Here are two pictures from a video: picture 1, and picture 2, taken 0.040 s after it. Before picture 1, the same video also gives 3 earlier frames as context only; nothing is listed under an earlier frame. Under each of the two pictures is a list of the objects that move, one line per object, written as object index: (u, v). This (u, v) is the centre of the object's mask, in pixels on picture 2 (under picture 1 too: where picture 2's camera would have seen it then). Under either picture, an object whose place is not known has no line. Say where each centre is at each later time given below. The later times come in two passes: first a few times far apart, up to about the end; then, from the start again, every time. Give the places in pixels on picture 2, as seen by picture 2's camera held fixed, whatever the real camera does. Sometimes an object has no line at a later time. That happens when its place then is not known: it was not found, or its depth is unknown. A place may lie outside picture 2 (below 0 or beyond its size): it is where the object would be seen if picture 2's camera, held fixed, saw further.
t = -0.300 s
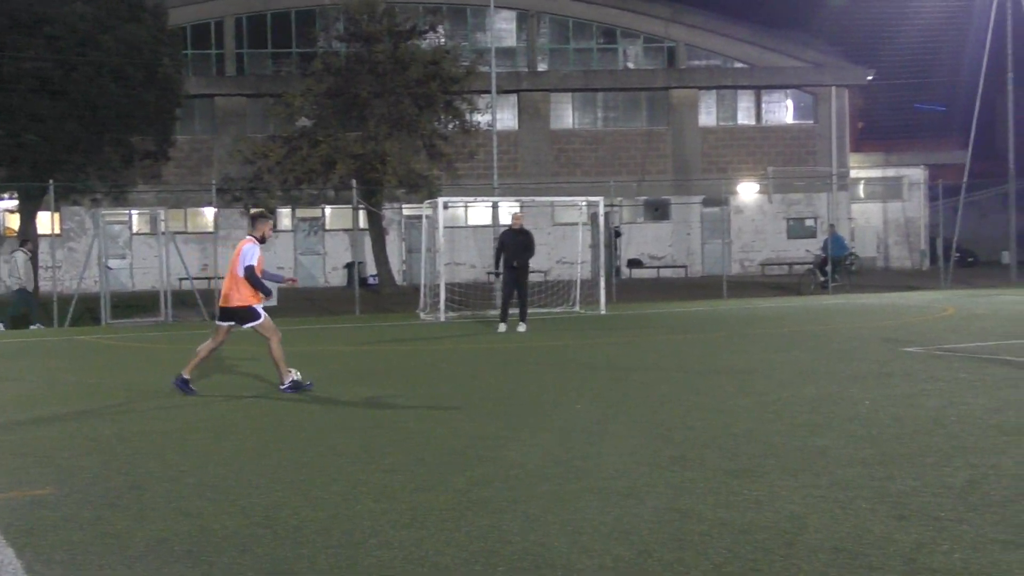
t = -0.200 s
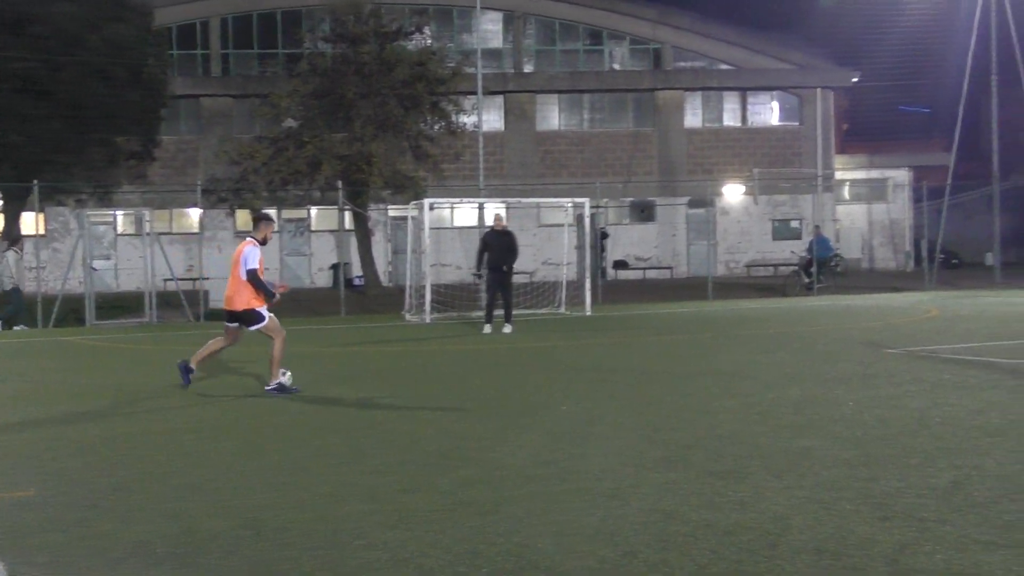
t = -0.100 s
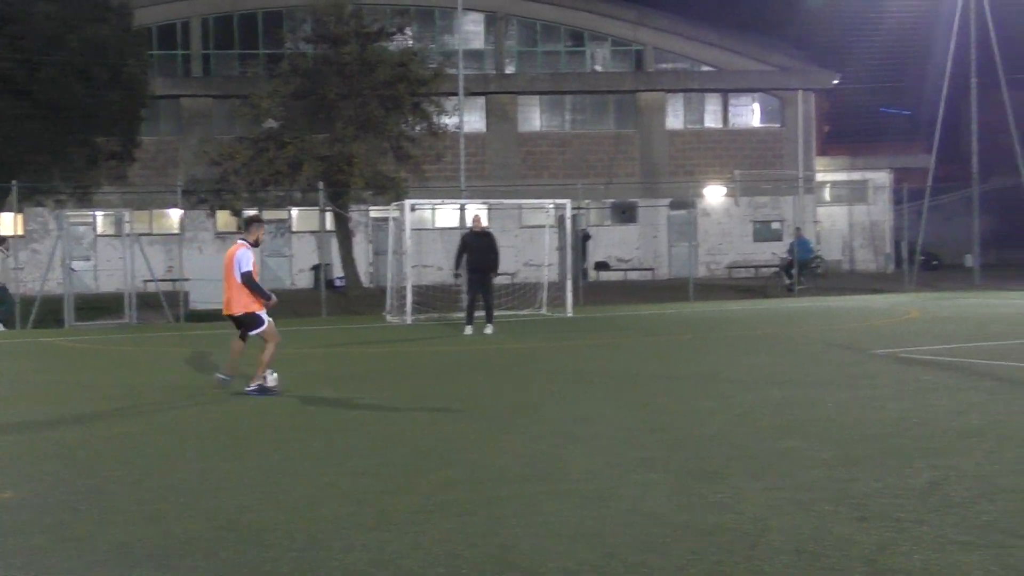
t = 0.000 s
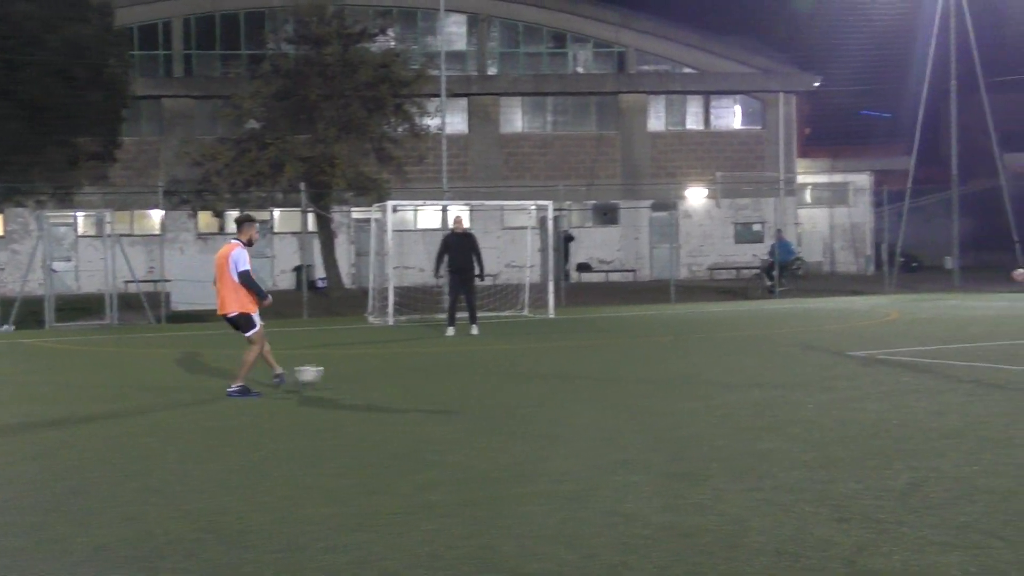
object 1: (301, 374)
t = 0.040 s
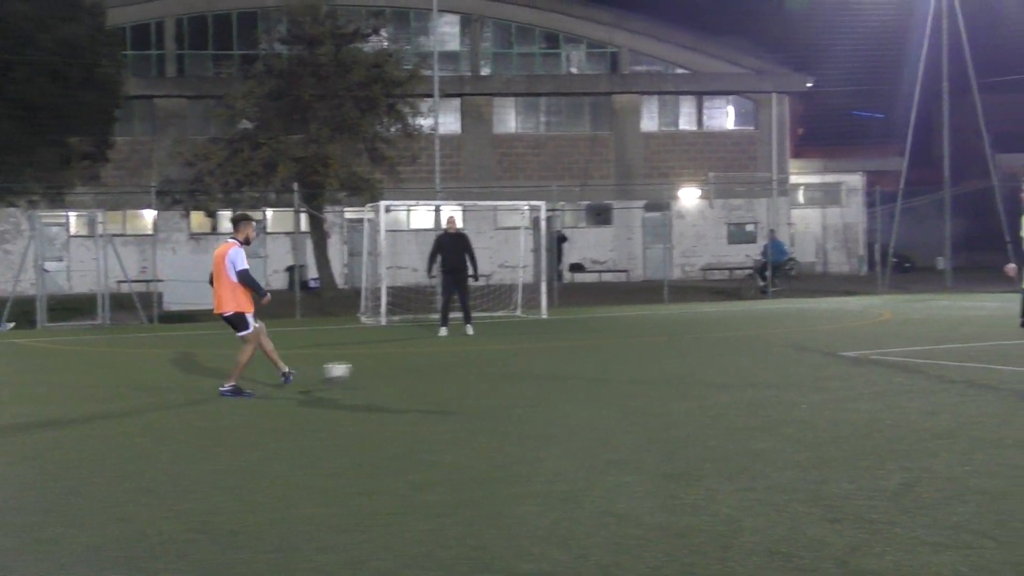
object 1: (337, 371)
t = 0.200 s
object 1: (469, 368)
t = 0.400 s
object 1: (602, 362)
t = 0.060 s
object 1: (355, 371)
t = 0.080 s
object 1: (373, 370)
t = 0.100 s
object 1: (390, 370)
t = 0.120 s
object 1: (408, 371)
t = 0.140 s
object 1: (425, 372)
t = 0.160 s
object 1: (441, 371)
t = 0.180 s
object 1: (455, 369)
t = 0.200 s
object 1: (469, 368)
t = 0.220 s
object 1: (484, 366)
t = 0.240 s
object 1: (498, 366)
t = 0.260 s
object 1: (513, 365)
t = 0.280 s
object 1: (527, 365)
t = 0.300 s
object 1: (542, 365)
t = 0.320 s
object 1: (556, 366)
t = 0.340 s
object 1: (570, 366)
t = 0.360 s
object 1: (582, 365)
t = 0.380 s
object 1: (594, 363)
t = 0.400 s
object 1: (602, 362)
